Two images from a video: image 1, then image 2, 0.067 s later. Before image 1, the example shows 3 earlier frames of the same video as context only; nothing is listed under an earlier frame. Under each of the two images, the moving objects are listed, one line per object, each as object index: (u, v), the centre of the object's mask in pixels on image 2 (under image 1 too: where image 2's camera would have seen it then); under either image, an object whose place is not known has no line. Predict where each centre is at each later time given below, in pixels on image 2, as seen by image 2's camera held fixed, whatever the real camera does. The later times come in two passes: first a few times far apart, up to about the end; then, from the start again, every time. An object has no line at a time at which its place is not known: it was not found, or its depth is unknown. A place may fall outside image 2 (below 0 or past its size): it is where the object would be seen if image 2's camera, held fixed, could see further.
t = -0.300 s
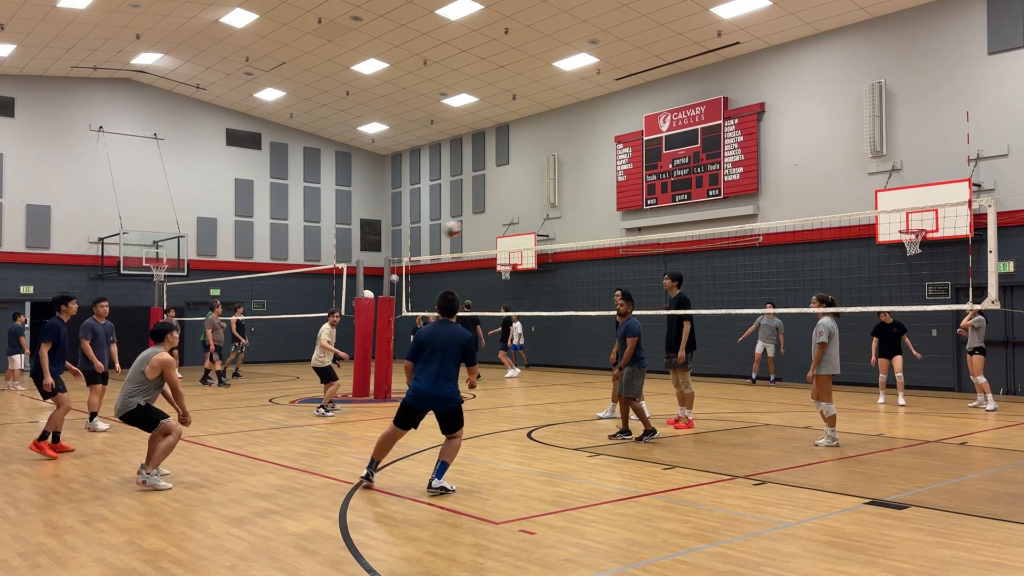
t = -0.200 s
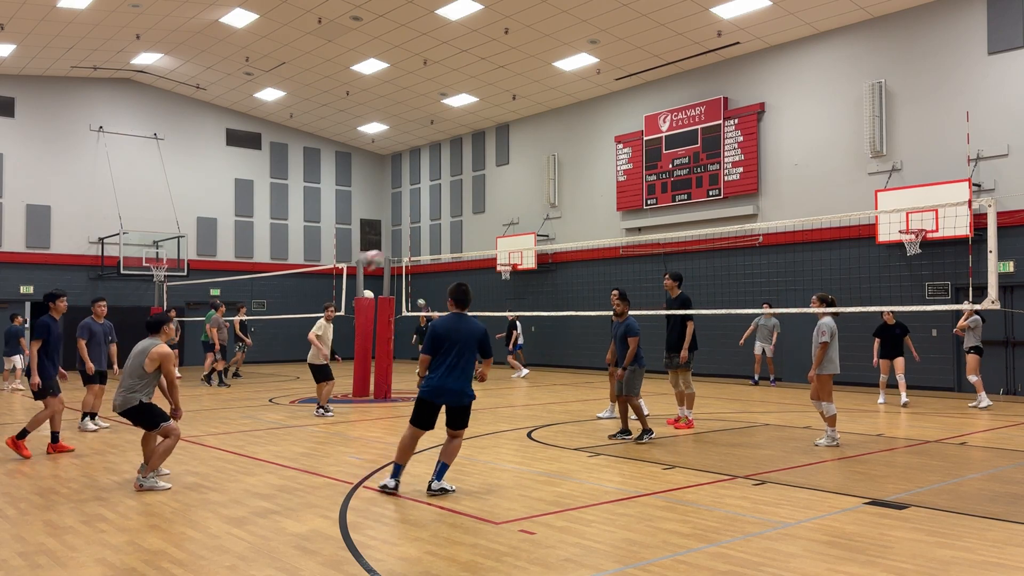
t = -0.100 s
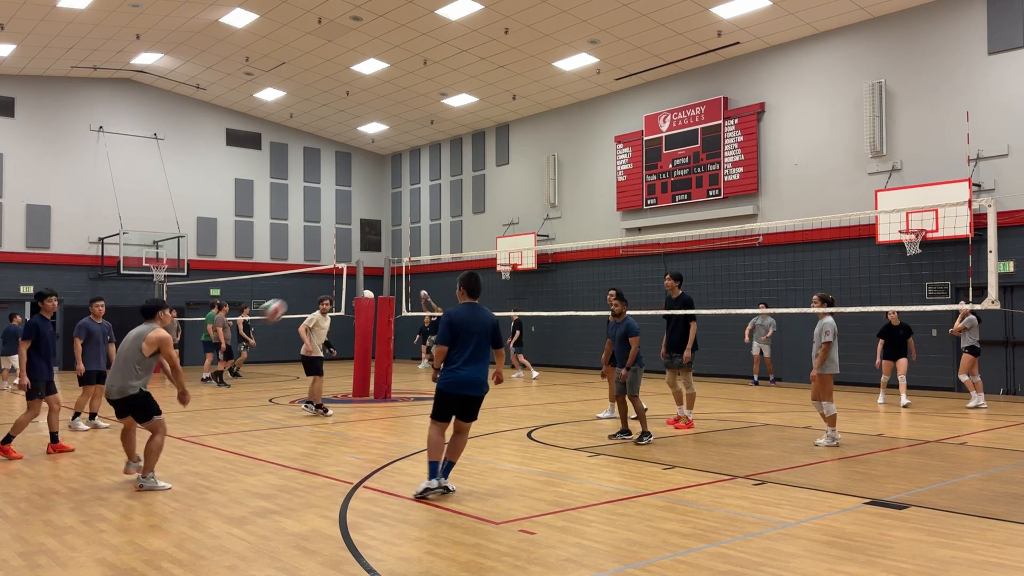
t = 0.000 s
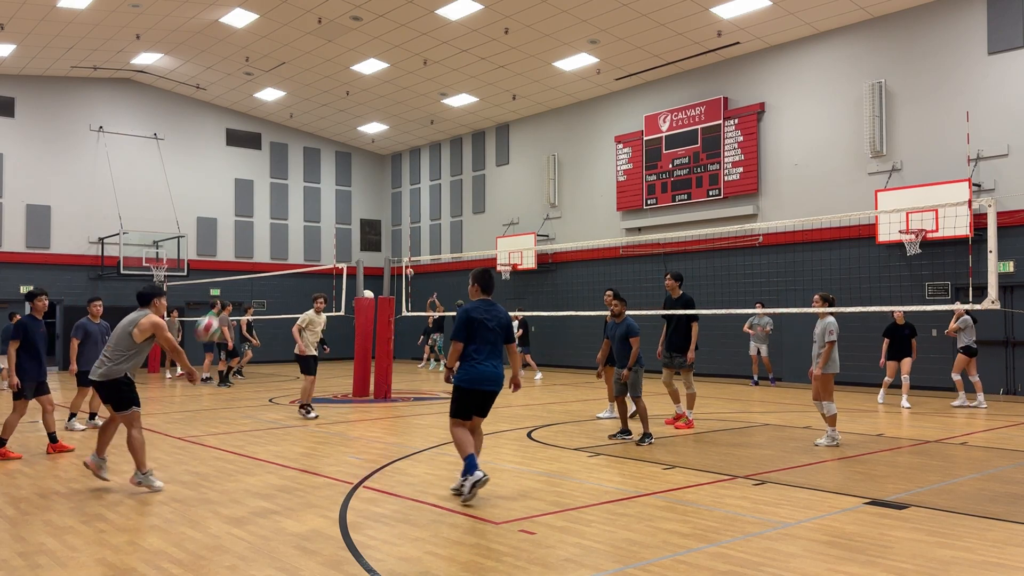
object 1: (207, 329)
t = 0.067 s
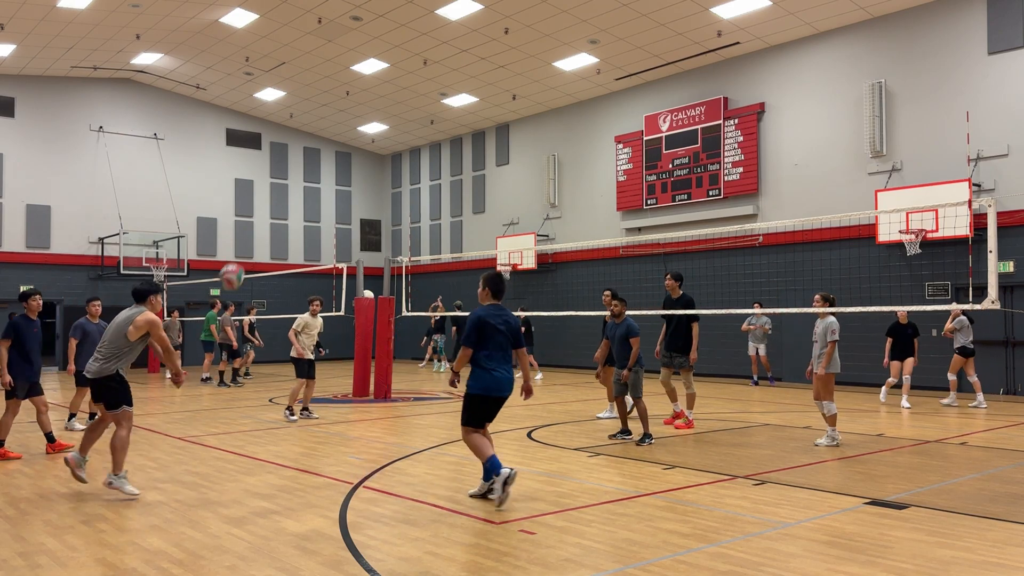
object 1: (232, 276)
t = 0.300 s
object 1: (305, 143)
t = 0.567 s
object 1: (377, 77)
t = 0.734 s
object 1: (418, 73)
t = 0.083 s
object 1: (237, 264)
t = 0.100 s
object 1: (243, 252)
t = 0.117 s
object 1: (248, 241)
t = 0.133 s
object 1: (253, 231)
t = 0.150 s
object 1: (259, 220)
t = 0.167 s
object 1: (265, 210)
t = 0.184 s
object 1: (269, 201)
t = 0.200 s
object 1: (274, 191)
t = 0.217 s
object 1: (279, 183)
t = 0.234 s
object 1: (285, 174)
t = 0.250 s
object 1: (290, 166)
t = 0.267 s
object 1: (295, 158)
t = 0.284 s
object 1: (300, 151)
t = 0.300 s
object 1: (305, 143)
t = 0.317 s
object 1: (309, 137)
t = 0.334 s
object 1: (313, 131)
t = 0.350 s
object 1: (319, 125)
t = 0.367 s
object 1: (323, 119)
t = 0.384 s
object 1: (328, 114)
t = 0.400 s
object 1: (332, 109)
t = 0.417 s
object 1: (337, 104)
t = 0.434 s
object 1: (342, 100)
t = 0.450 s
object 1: (346, 96)
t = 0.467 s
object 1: (350, 93)
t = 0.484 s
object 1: (355, 89)
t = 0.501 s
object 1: (359, 86)
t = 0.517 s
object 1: (364, 84)
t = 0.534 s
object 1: (368, 81)
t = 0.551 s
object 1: (373, 79)
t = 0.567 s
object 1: (377, 77)
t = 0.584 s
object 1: (382, 75)
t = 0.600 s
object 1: (386, 73)
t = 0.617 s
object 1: (390, 72)
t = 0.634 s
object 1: (394, 72)
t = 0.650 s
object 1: (398, 71)
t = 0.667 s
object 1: (402, 71)
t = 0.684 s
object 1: (406, 71)
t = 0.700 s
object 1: (410, 71)
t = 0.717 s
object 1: (414, 72)
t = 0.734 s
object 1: (418, 73)
